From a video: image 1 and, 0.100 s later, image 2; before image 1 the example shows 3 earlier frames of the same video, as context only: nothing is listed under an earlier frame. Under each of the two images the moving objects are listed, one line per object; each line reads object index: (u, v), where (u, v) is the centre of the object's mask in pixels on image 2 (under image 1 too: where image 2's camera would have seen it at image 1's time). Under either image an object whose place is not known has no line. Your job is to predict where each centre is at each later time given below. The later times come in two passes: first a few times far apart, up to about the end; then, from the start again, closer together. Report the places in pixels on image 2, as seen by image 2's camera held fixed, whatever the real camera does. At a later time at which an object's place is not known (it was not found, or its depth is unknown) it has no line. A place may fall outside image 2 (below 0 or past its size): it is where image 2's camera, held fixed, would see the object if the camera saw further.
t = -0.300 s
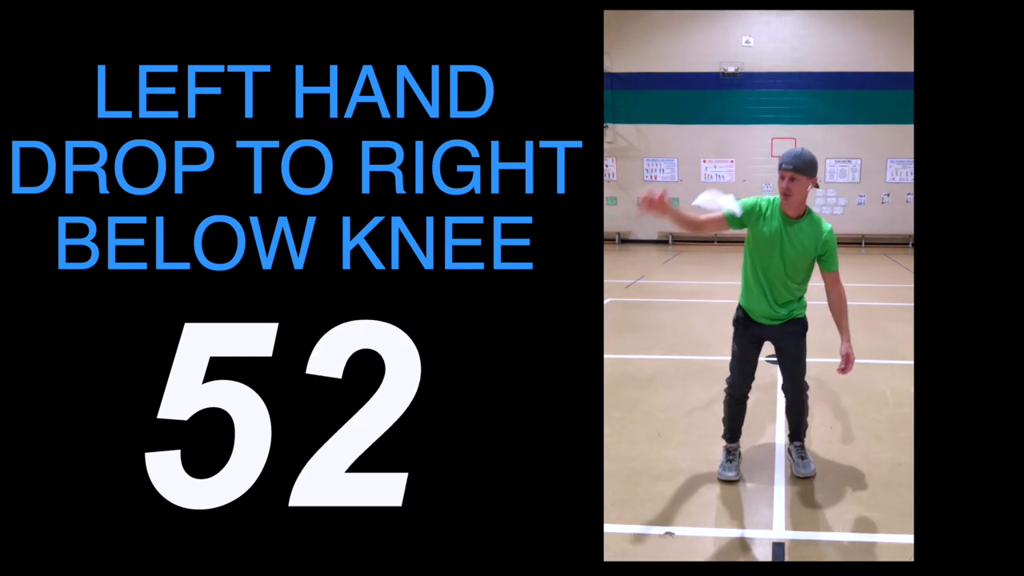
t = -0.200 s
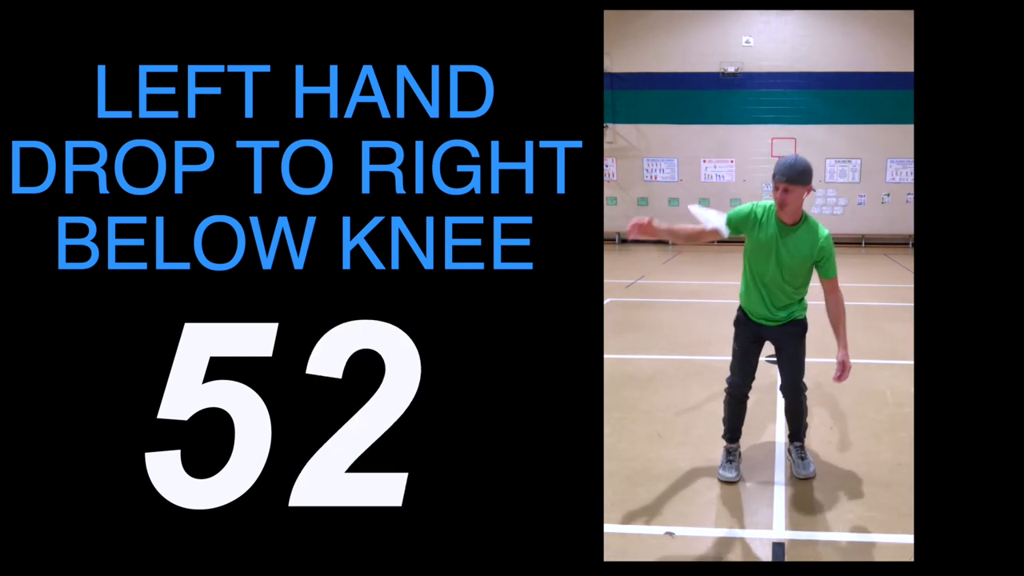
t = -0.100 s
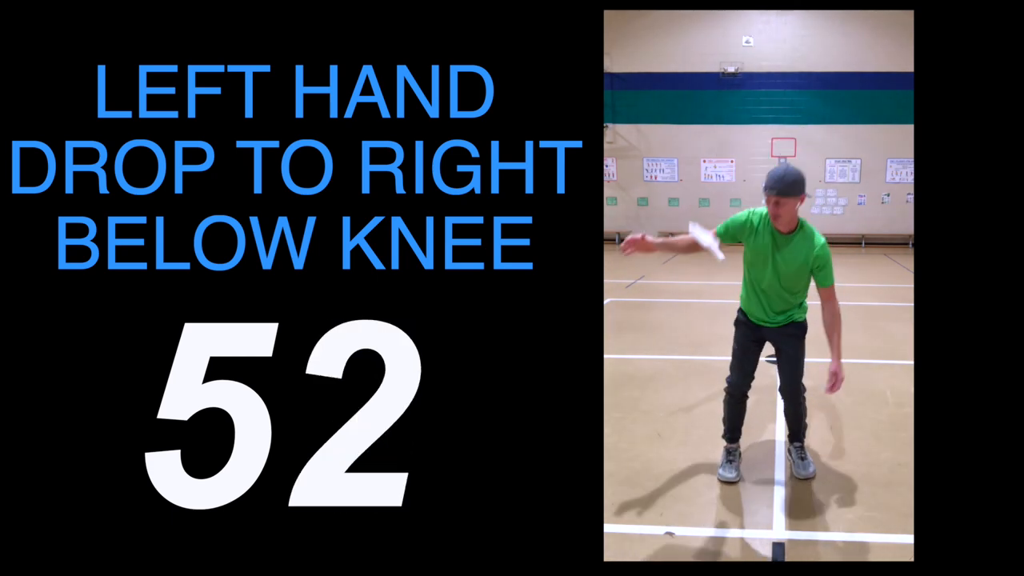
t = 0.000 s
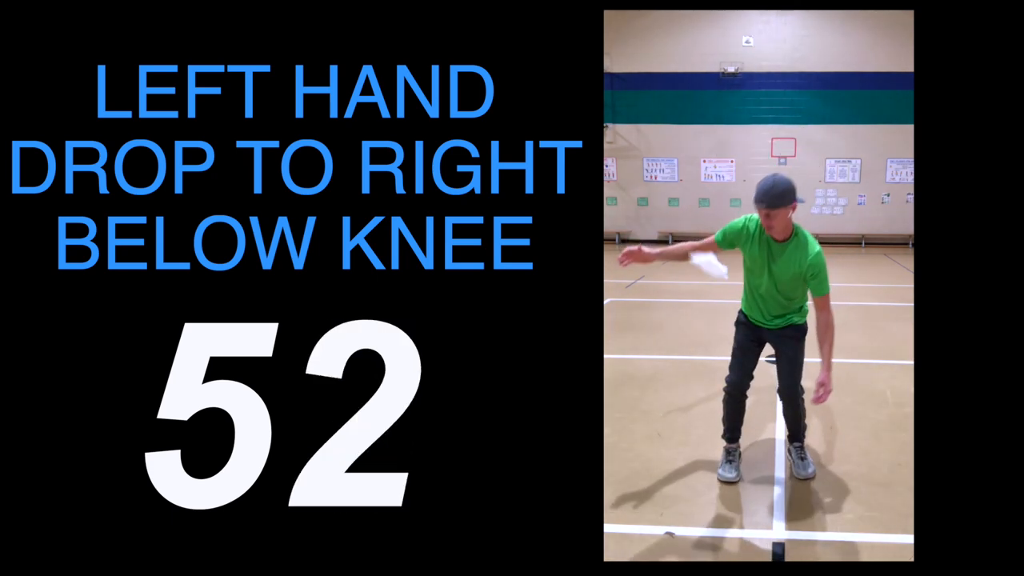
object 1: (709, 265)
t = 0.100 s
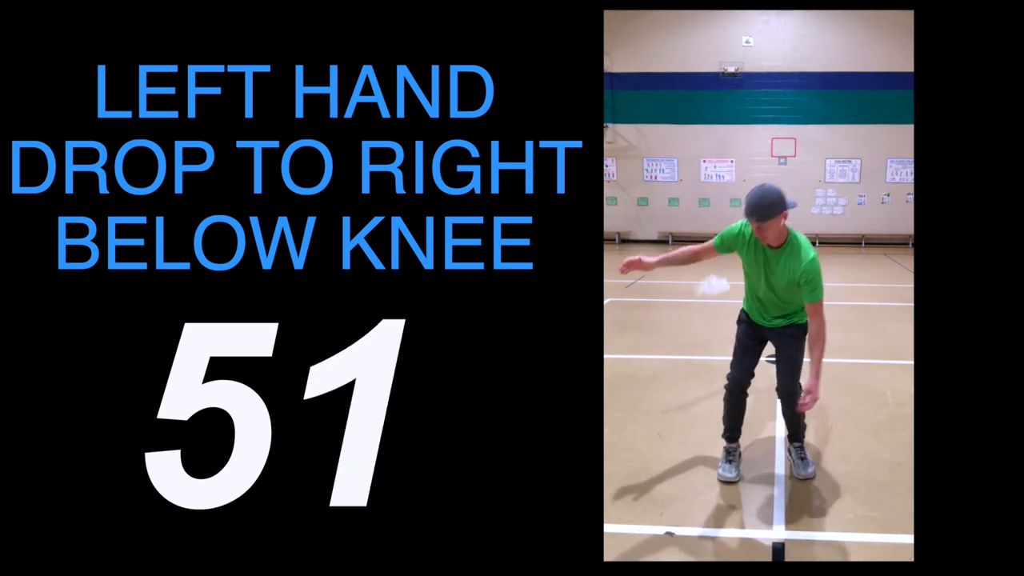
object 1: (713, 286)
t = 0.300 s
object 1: (697, 317)
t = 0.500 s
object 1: (676, 351)
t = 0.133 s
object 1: (713, 293)
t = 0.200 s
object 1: (707, 305)
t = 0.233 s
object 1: (704, 309)
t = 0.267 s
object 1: (701, 313)
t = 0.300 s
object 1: (697, 317)
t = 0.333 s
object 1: (694, 321)
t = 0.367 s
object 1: (690, 326)
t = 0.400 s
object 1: (687, 331)
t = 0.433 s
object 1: (683, 337)
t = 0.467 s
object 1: (680, 344)
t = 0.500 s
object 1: (676, 351)
